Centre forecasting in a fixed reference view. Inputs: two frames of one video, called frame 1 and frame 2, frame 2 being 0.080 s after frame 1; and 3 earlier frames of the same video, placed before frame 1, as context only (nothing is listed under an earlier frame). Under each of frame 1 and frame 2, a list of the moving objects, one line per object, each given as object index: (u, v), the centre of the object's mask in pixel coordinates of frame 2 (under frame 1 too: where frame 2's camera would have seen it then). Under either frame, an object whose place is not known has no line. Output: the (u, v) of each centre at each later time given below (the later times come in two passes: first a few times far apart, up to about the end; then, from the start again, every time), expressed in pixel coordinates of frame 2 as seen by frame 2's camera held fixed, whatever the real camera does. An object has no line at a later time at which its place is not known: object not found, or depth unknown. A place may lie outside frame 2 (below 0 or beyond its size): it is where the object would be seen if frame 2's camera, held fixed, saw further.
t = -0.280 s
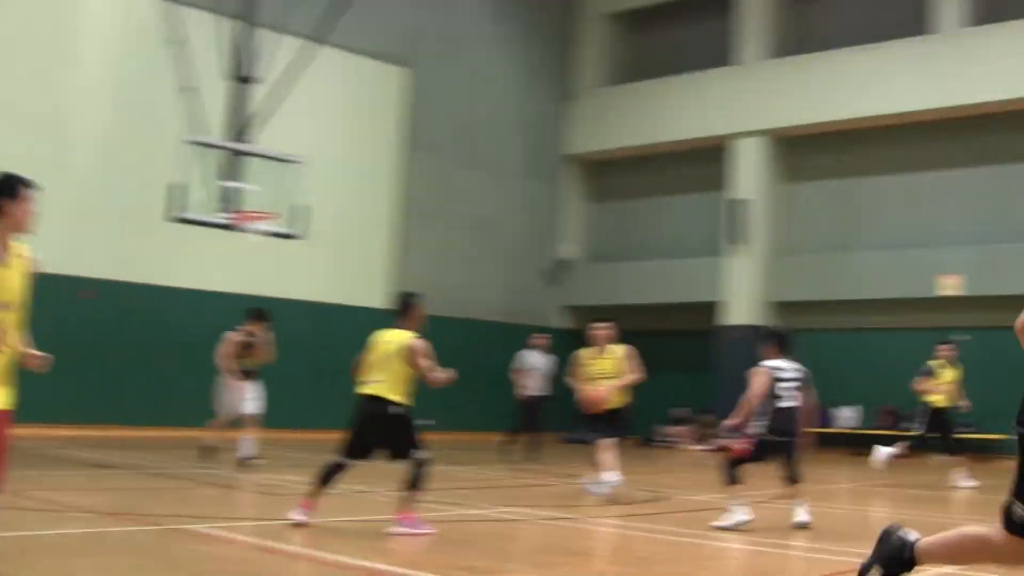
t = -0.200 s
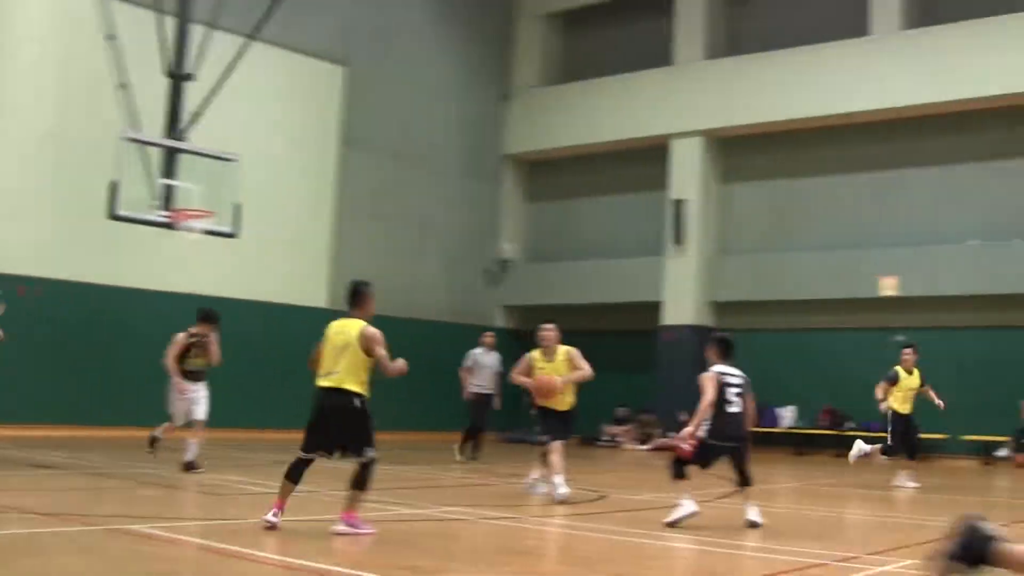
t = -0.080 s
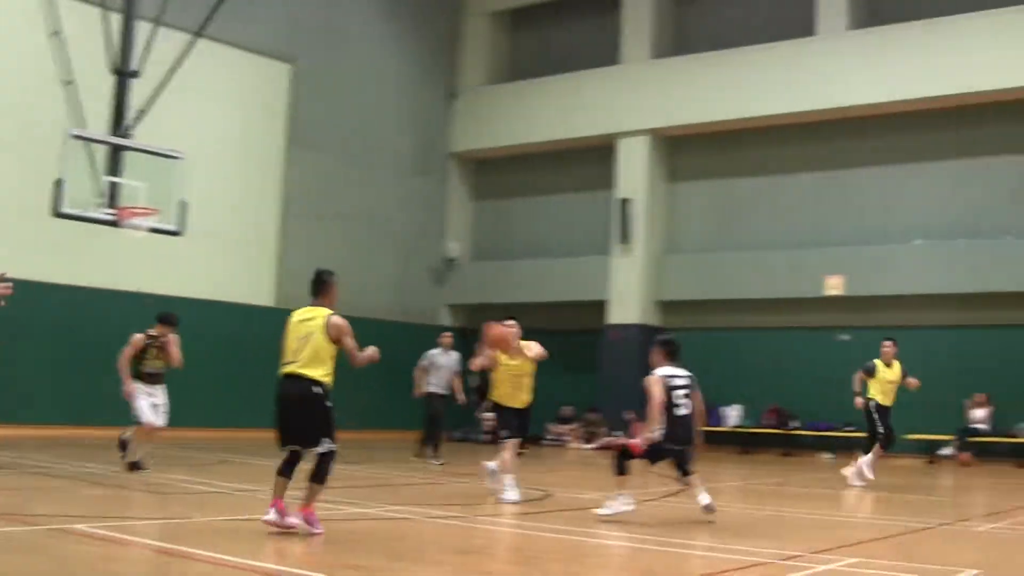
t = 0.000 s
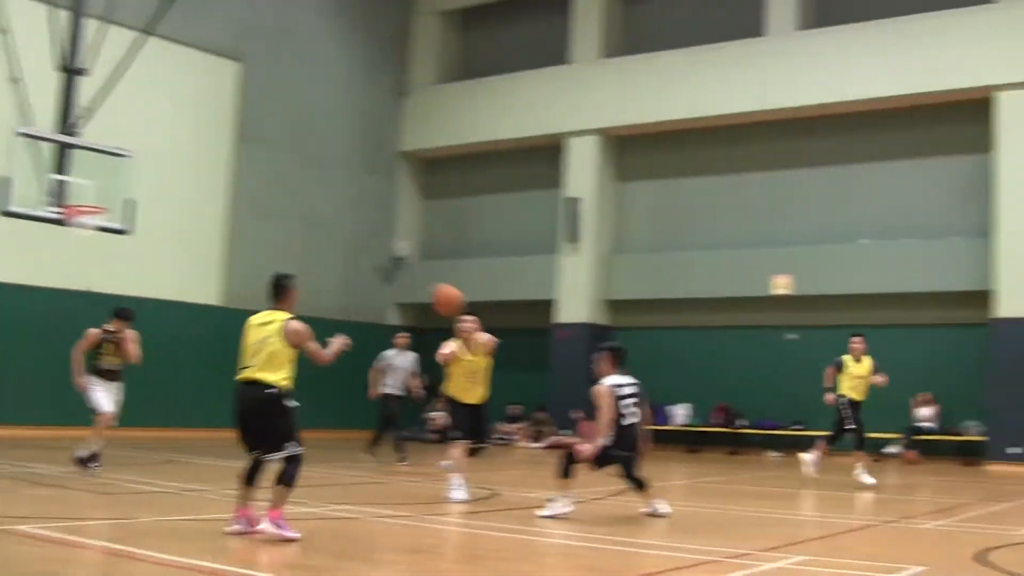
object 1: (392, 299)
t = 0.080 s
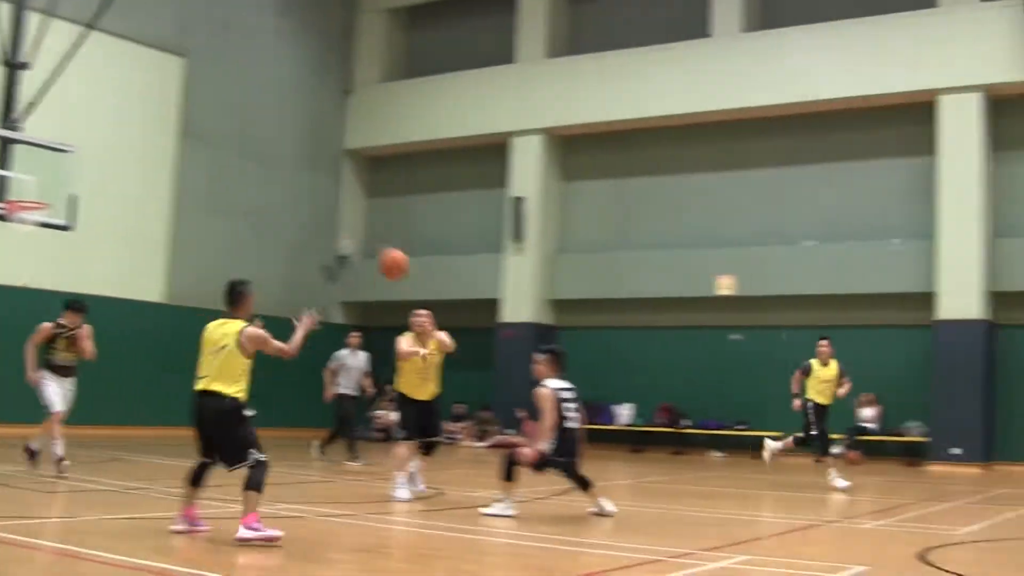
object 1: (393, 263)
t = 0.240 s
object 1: (397, 206)
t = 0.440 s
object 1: (398, 171)
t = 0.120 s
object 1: (394, 246)
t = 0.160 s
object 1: (395, 232)
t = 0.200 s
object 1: (396, 218)
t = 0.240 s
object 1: (397, 206)
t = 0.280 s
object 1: (397, 195)
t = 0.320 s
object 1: (397, 186)
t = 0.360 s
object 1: (398, 179)
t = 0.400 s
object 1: (398, 175)
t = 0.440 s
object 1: (398, 171)
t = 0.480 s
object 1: (397, 170)
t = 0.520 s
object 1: (397, 170)
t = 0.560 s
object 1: (395, 175)
